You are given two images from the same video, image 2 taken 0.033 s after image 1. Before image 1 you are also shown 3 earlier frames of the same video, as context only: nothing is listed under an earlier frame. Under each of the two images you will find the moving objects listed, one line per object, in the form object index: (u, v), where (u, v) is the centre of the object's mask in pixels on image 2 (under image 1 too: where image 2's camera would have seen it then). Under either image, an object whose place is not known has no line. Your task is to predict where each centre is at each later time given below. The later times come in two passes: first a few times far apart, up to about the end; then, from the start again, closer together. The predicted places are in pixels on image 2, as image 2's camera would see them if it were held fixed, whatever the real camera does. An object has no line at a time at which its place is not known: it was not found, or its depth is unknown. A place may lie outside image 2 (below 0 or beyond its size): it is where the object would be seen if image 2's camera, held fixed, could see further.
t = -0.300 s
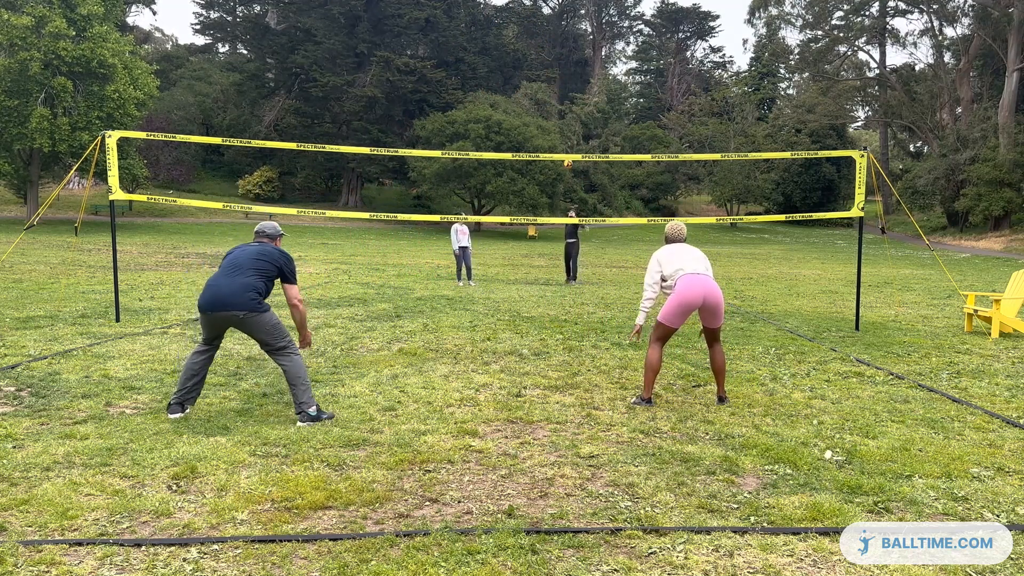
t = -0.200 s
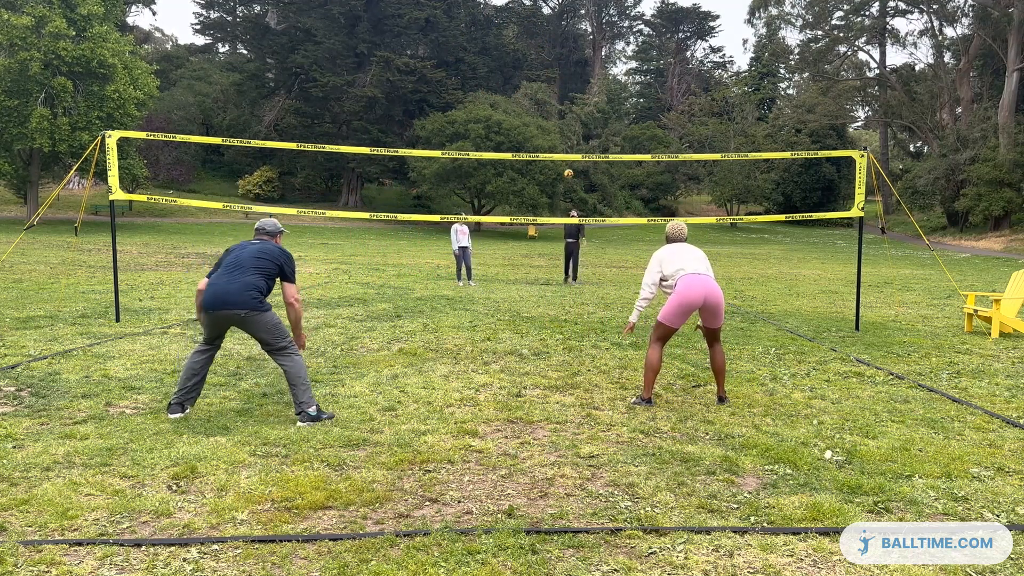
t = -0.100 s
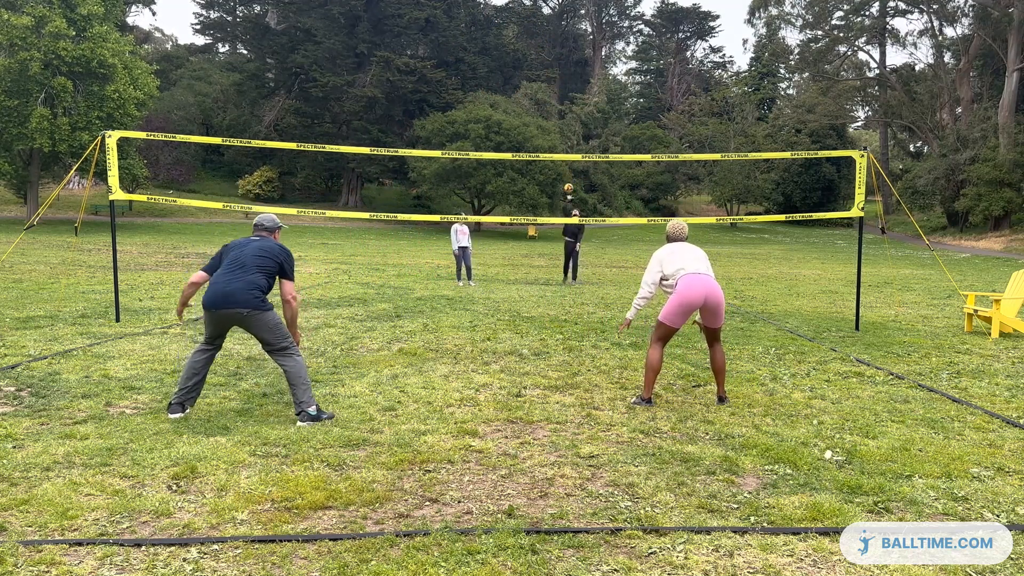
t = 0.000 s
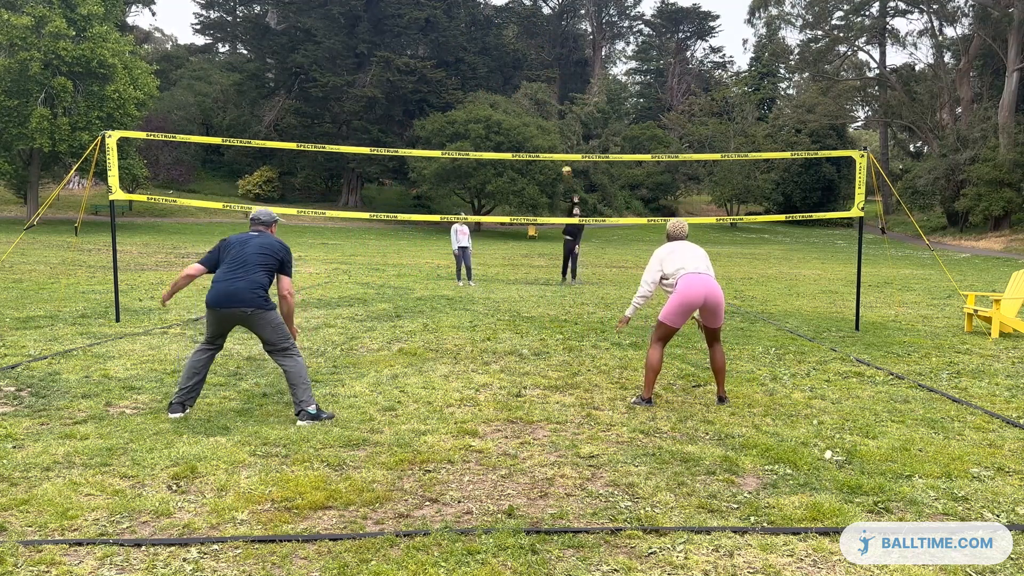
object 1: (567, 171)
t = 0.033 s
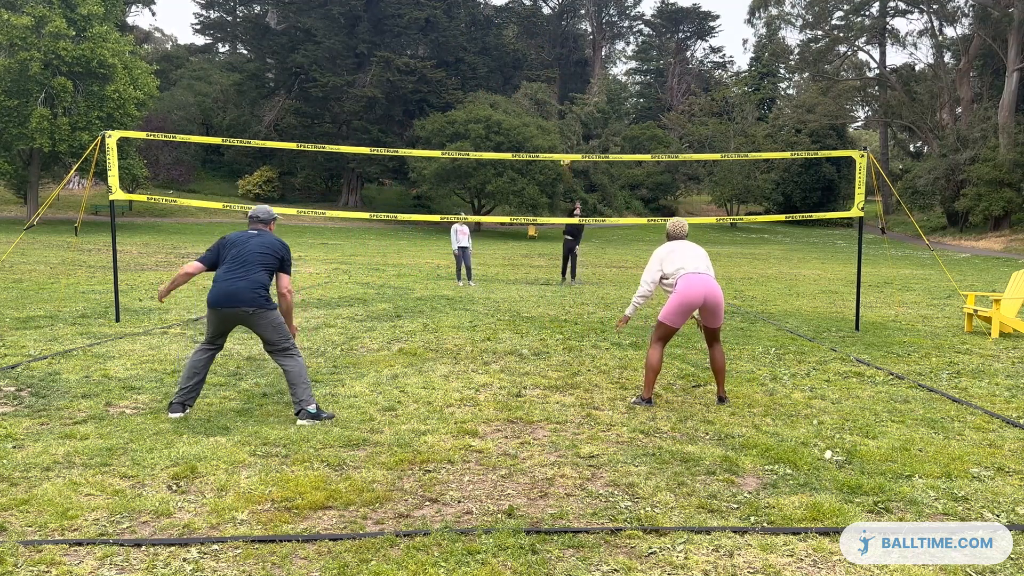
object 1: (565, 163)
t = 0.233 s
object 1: (558, 116)
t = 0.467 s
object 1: (543, 75)
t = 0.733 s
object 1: (524, 62)
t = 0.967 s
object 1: (490, 115)
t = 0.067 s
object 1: (564, 152)
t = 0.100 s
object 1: (563, 147)
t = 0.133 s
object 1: (562, 139)
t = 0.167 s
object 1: (561, 131)
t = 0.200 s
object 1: (559, 123)
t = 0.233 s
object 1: (558, 116)
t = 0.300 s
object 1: (554, 103)
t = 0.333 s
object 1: (552, 96)
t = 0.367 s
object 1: (550, 90)
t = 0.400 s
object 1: (548, 84)
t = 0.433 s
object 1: (545, 79)
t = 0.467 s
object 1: (543, 75)
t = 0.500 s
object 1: (541, 71)
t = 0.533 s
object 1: (539, 68)
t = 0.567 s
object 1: (537, 65)
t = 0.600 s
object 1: (535, 63)
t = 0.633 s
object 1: (533, 62)
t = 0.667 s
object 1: (530, 61)
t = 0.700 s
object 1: (527, 61)
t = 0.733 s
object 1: (524, 62)
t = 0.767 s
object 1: (521, 65)
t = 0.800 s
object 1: (516, 69)
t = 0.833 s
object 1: (512, 75)
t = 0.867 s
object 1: (507, 82)
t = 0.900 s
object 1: (502, 90)
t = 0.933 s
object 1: (496, 101)
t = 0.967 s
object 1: (490, 115)
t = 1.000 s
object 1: (484, 130)
